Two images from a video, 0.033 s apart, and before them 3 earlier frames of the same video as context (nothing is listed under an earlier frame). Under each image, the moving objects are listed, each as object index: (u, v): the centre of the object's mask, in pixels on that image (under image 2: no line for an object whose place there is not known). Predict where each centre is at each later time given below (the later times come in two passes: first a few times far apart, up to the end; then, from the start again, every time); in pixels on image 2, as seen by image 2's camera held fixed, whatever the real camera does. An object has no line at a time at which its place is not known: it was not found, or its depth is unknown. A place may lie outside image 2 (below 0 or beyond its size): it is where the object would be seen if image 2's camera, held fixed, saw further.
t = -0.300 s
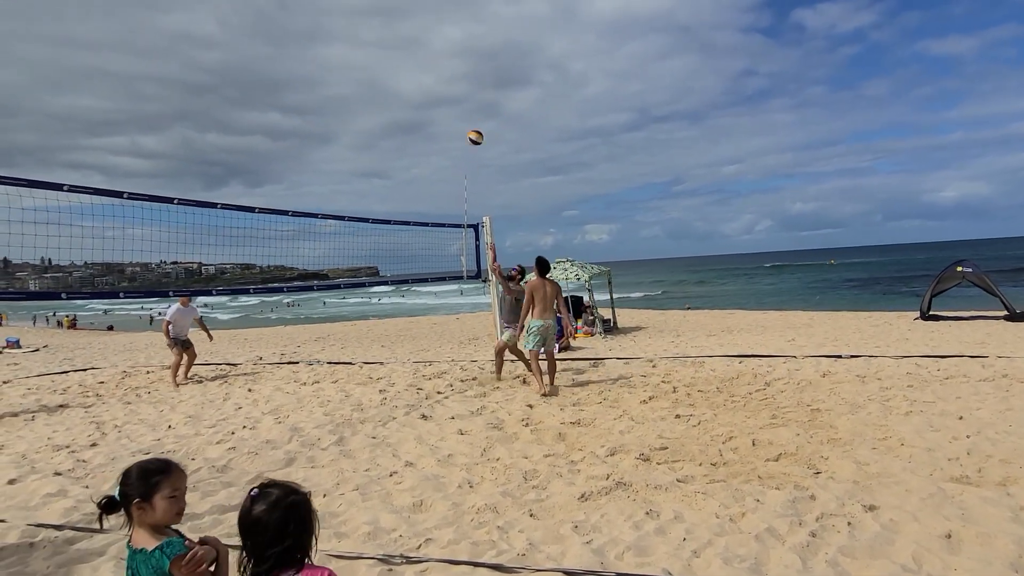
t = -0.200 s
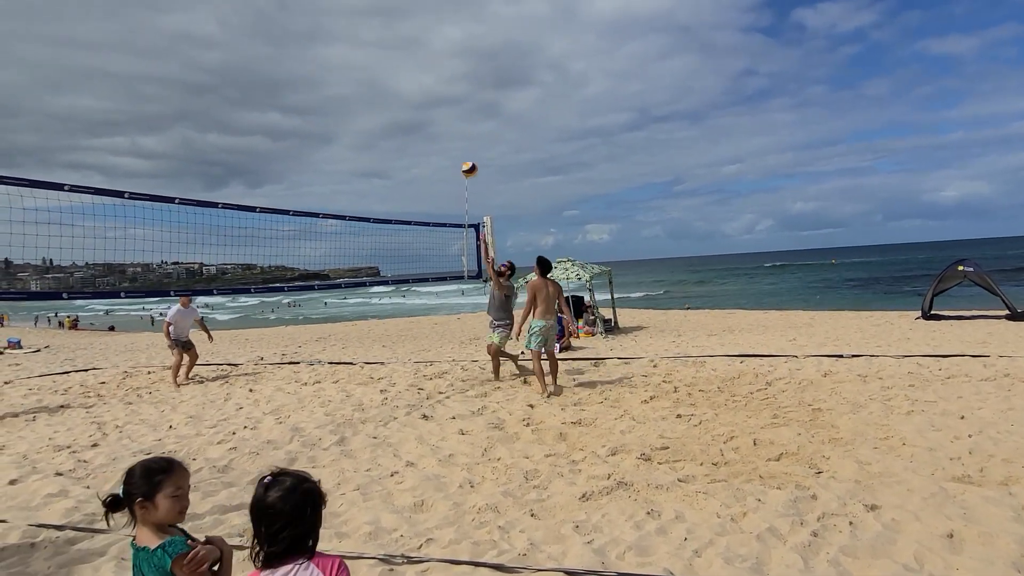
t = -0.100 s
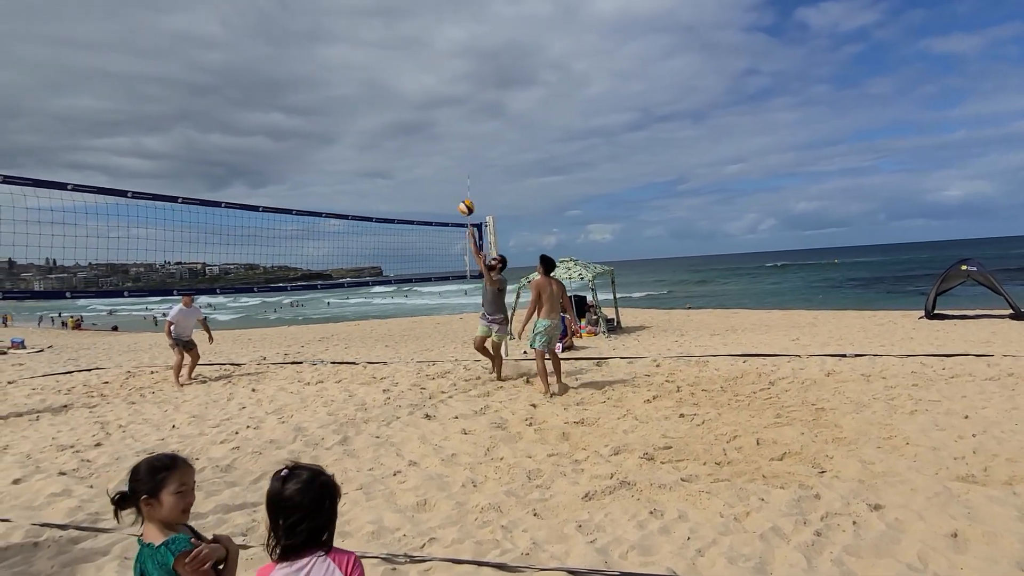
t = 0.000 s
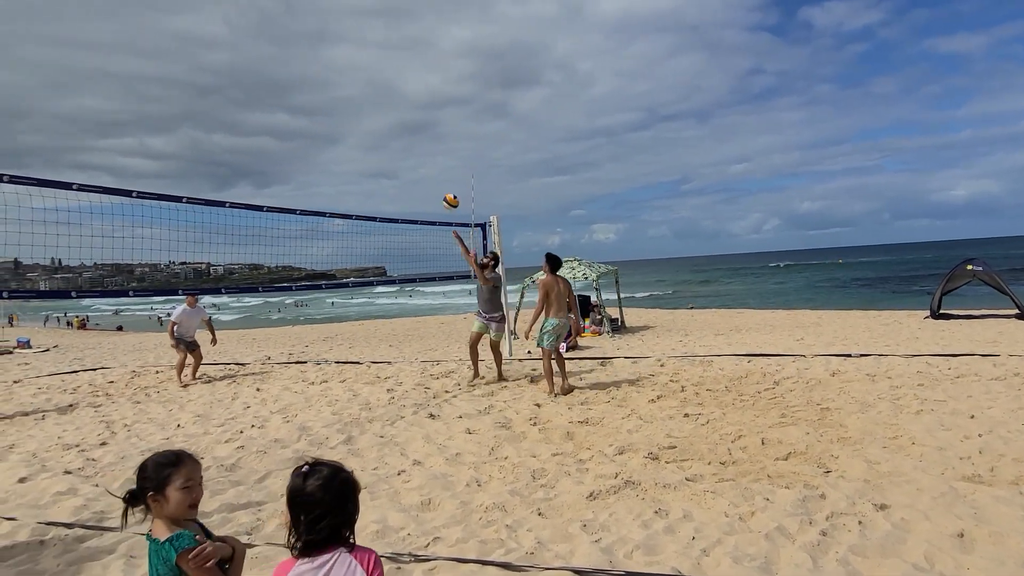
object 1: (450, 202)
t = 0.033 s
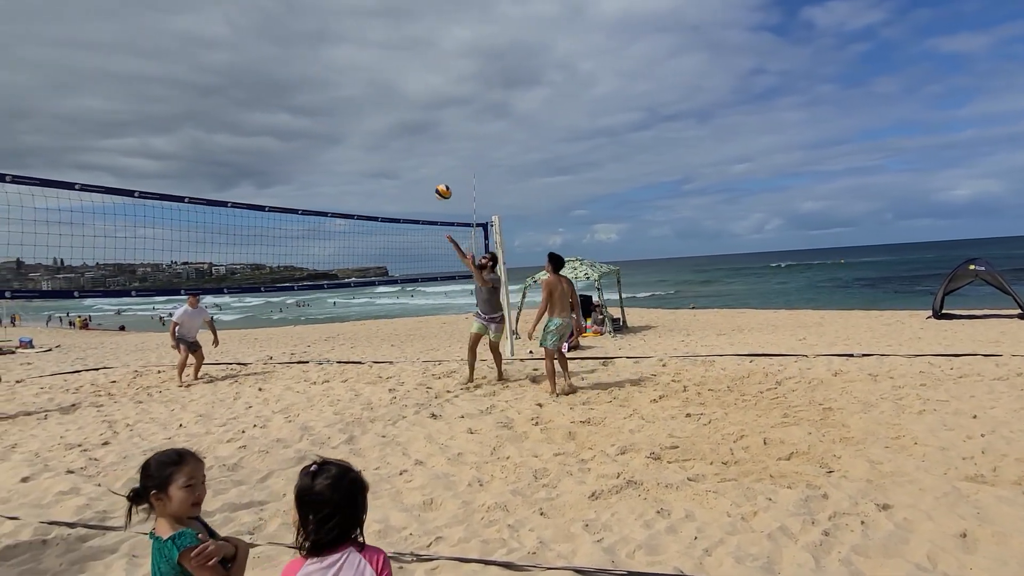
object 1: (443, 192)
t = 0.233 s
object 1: (384, 150)
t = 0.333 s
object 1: (353, 140)
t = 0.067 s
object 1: (434, 183)
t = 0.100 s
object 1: (424, 175)
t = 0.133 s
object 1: (414, 168)
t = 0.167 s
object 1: (404, 161)
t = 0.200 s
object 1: (394, 156)
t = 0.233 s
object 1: (384, 150)
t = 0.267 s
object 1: (374, 146)
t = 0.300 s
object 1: (363, 143)
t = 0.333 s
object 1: (353, 140)
